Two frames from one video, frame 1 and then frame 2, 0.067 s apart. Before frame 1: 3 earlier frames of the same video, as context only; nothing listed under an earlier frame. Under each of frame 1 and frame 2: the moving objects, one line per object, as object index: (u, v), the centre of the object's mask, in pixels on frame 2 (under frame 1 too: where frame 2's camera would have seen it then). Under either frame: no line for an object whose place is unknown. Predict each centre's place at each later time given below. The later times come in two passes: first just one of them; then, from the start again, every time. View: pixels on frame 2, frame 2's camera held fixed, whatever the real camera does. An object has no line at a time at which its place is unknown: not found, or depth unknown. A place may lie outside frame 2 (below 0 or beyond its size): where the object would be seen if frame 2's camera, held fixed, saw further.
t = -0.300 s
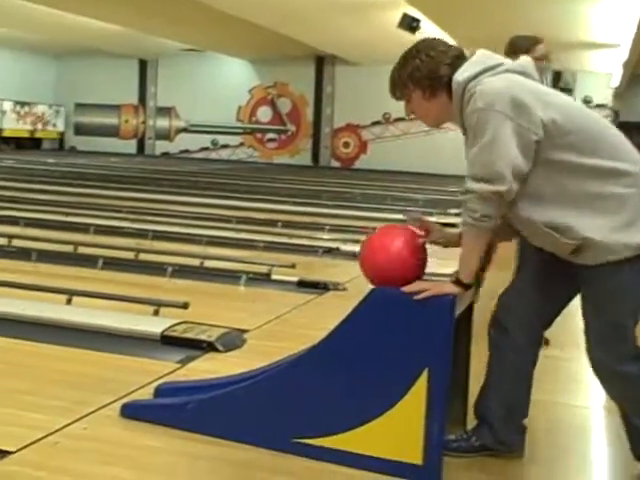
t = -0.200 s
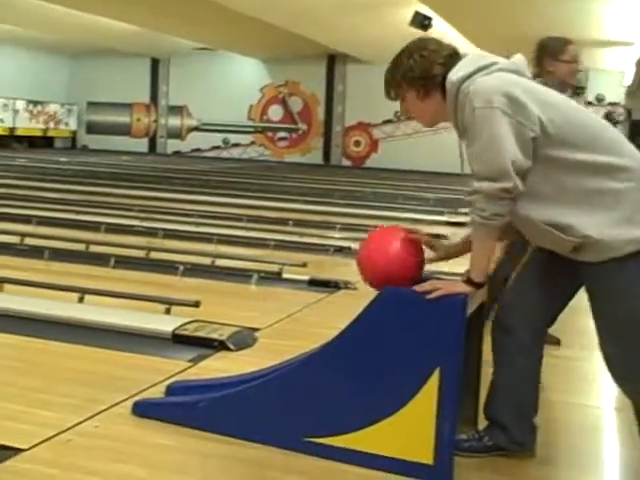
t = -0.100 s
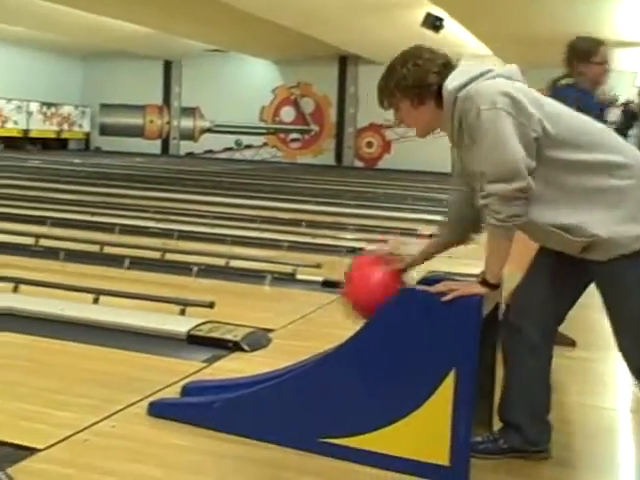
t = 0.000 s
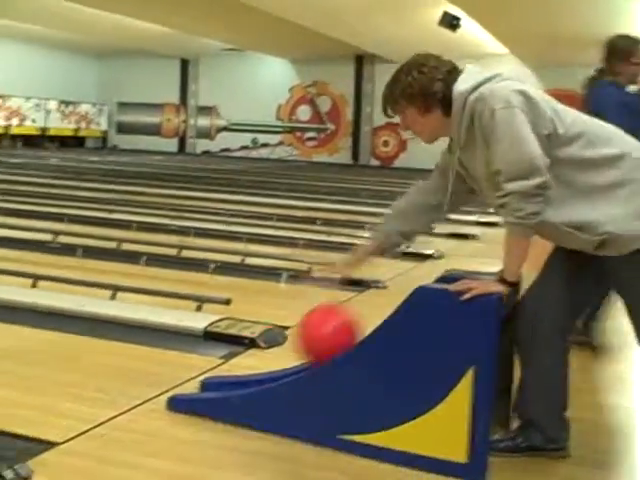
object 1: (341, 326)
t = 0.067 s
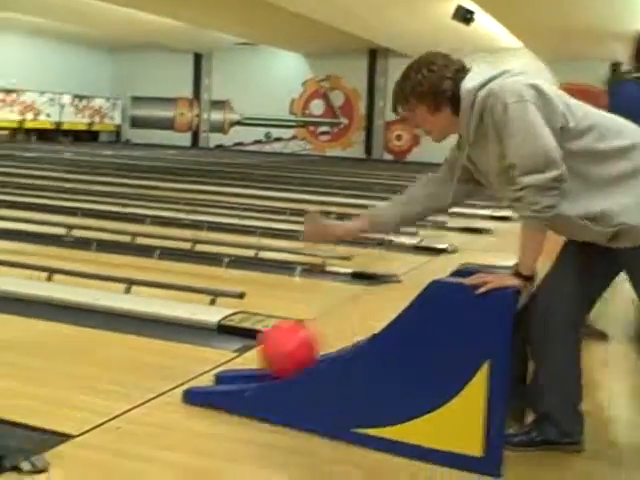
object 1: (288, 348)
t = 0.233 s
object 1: (156, 352)
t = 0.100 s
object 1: (261, 353)
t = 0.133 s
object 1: (232, 356)
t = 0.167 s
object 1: (206, 357)
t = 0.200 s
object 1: (180, 356)
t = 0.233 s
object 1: (156, 352)
